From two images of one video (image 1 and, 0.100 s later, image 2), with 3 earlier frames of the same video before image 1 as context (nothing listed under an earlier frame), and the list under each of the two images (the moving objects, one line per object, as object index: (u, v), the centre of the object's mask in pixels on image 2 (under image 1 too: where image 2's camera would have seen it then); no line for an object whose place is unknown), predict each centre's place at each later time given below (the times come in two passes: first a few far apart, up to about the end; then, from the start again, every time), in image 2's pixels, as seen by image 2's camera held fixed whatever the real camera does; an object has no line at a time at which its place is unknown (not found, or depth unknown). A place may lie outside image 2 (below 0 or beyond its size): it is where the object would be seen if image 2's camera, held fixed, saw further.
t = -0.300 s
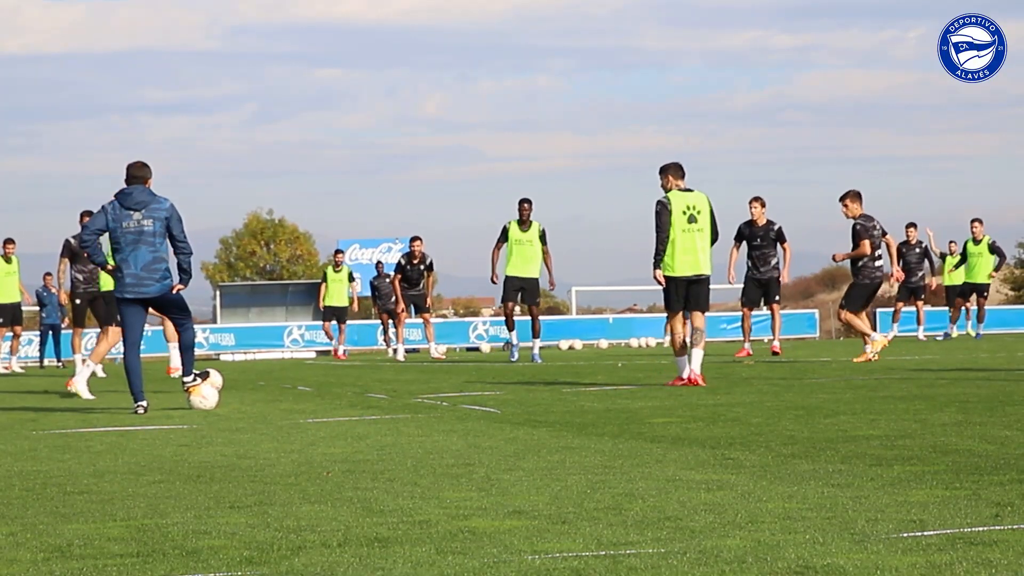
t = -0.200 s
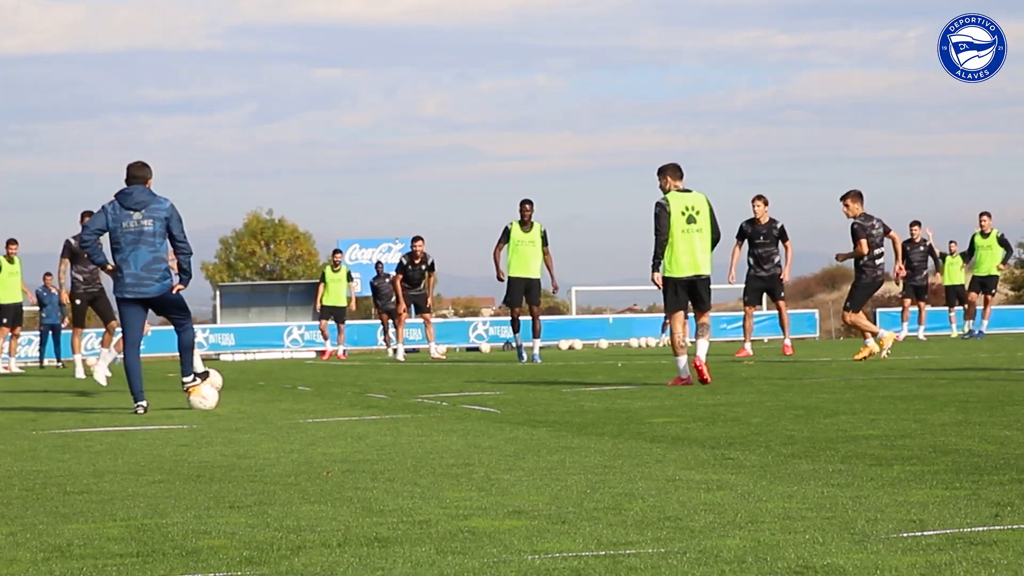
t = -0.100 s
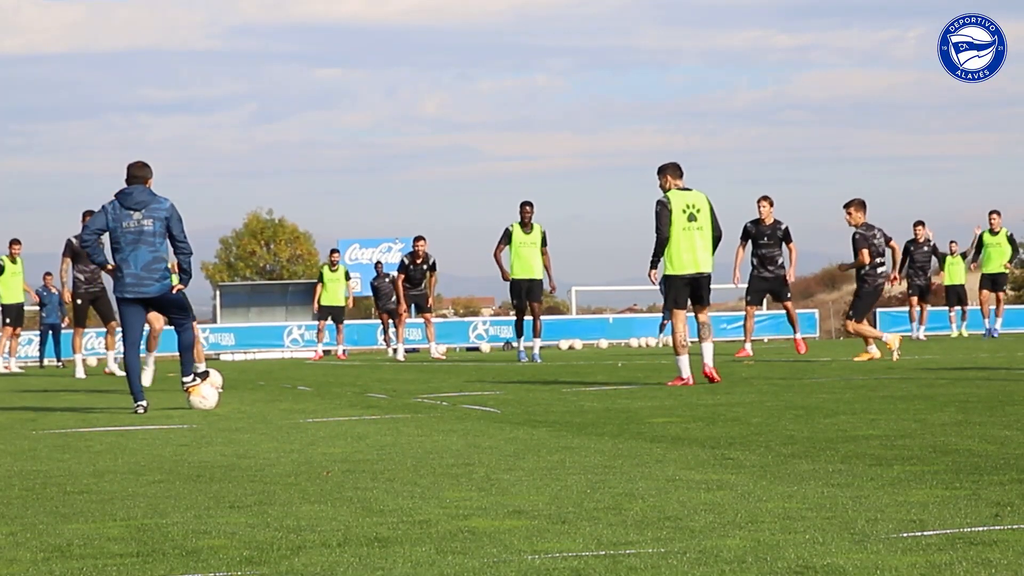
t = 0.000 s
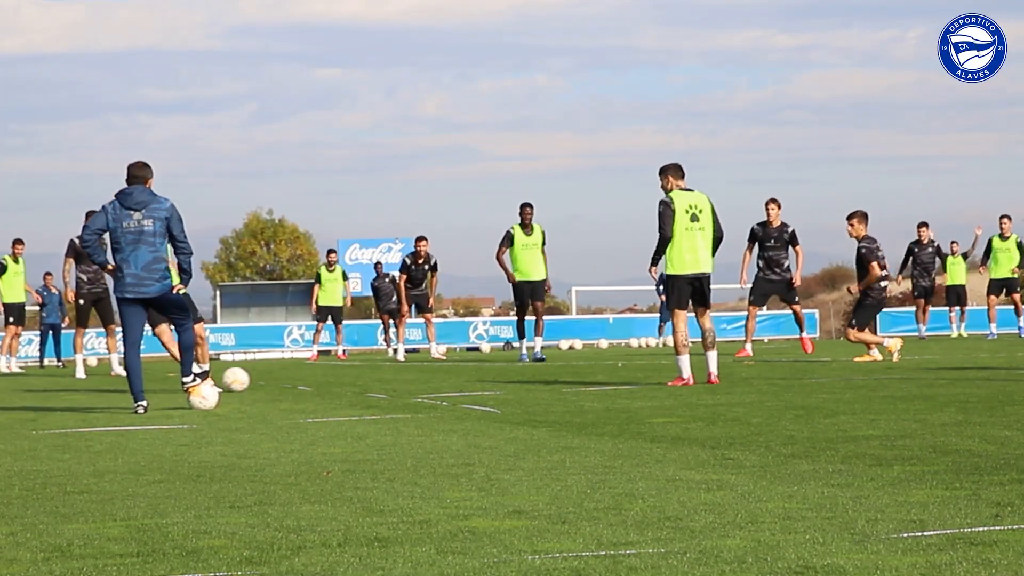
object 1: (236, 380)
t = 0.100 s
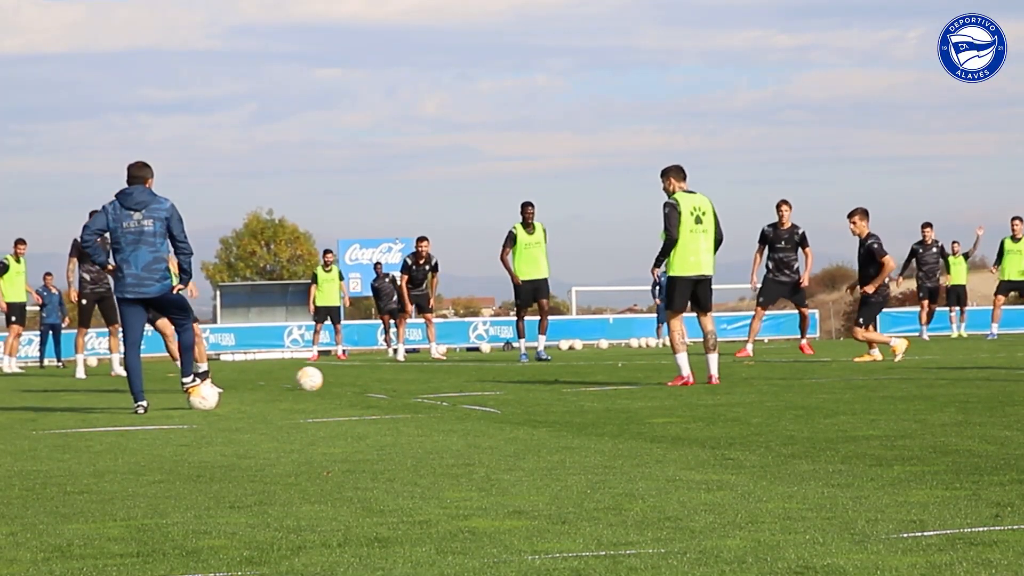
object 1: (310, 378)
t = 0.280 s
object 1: (428, 375)
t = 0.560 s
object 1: (580, 373)
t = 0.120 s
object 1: (324, 378)
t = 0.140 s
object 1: (337, 378)
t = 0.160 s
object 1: (351, 377)
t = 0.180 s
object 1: (364, 377)
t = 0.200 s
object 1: (377, 377)
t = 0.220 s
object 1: (390, 376)
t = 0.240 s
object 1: (403, 375)
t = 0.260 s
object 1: (415, 375)
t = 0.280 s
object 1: (428, 375)
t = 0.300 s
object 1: (440, 375)
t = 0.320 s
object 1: (452, 375)
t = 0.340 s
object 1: (464, 375)
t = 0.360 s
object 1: (476, 375)
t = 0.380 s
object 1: (487, 374)
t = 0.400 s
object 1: (498, 374)
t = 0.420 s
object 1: (510, 374)
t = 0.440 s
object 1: (521, 374)
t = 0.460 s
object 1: (531, 374)
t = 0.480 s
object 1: (542, 374)
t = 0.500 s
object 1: (552, 373)
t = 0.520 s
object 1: (561, 373)
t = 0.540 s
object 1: (571, 373)
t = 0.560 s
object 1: (580, 373)
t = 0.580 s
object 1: (589, 373)
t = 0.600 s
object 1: (598, 373)
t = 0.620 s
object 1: (607, 373)
